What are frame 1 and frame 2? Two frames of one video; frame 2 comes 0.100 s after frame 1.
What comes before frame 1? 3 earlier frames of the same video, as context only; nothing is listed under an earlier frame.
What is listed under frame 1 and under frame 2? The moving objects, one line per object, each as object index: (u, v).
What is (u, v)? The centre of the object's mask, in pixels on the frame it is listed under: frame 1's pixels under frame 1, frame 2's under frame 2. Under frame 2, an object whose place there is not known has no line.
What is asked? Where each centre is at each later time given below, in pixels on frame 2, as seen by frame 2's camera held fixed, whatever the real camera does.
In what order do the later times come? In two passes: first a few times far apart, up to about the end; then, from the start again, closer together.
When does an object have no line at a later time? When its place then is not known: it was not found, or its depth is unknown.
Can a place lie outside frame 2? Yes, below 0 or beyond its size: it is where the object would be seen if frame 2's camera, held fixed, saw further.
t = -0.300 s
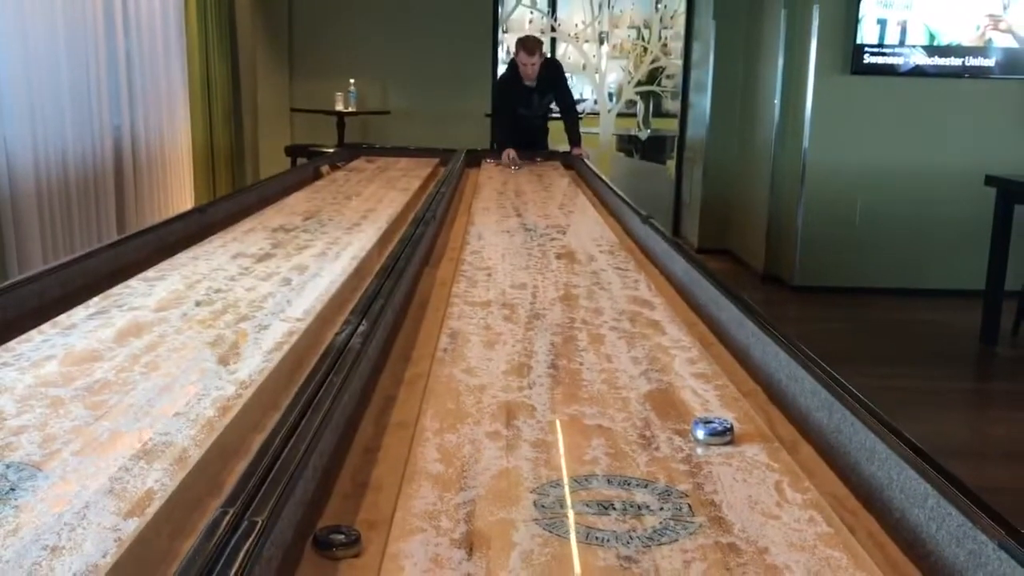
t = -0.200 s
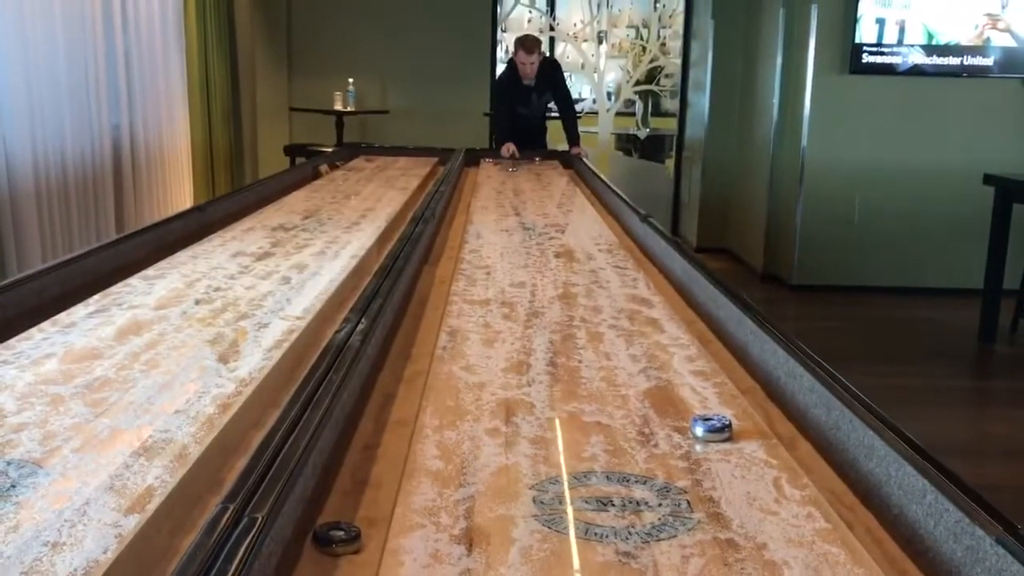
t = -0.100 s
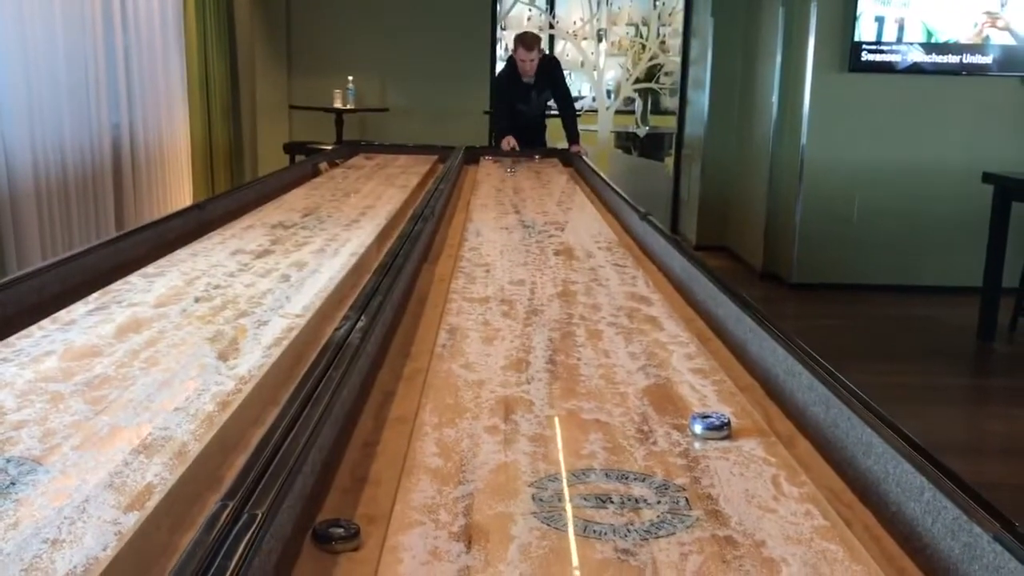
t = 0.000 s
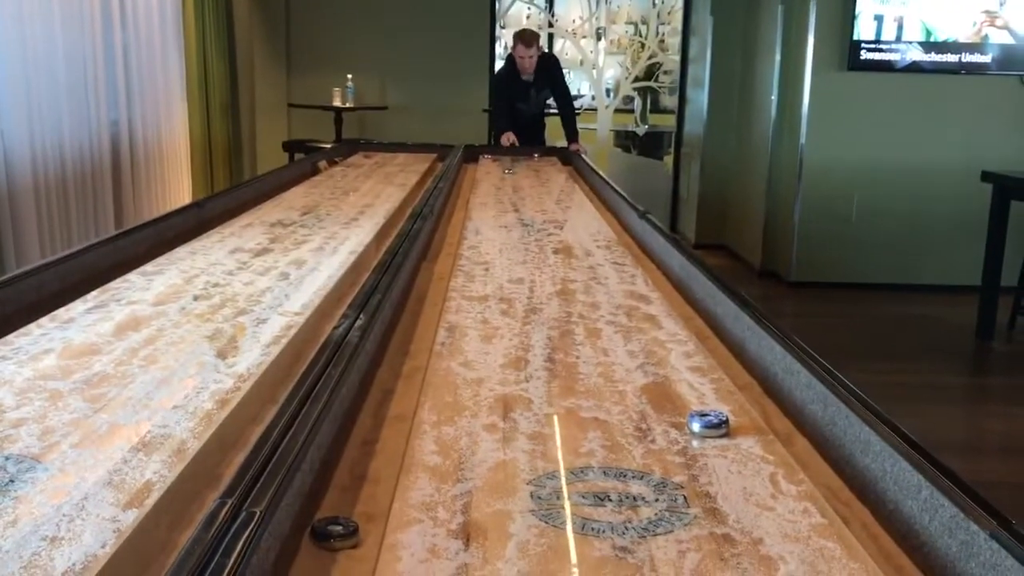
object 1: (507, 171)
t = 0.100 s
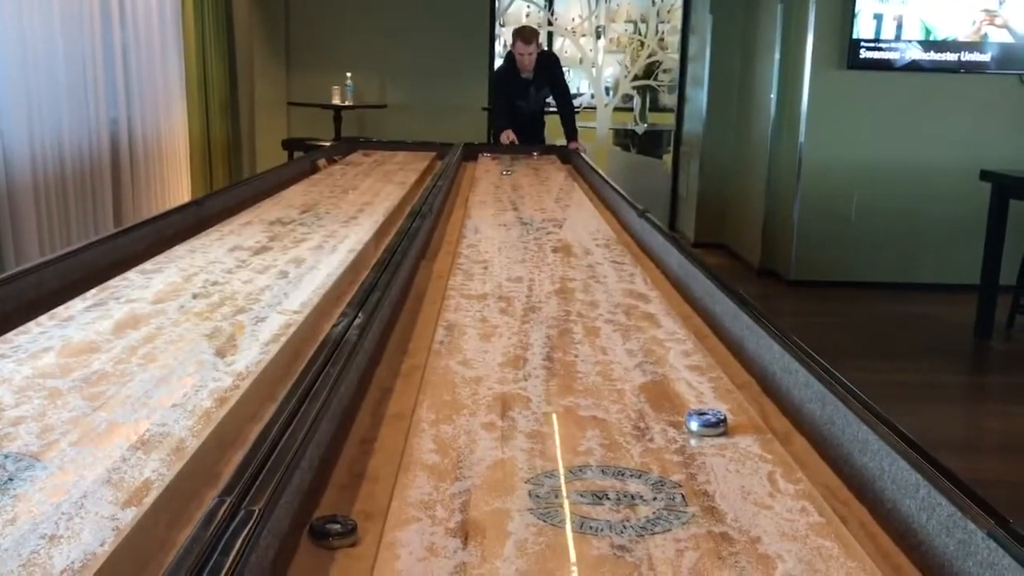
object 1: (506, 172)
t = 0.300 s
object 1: (503, 179)
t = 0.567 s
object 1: (501, 188)
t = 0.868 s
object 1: (499, 200)
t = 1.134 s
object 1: (499, 212)
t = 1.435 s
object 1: (501, 227)
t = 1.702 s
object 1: (506, 244)
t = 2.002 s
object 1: (514, 266)
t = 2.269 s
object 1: (523, 290)
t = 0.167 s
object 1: (505, 175)
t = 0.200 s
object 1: (505, 176)
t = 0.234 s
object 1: (505, 177)
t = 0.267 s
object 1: (504, 178)
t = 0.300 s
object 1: (503, 179)
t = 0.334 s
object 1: (503, 180)
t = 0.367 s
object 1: (502, 181)
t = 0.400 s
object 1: (502, 182)
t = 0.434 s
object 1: (501, 183)
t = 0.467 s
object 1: (501, 184)
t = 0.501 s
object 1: (501, 186)
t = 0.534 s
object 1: (501, 187)
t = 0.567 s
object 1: (501, 188)
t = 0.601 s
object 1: (501, 190)
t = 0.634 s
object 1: (501, 190)
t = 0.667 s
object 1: (501, 191)
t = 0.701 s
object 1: (500, 192)
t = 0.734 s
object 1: (500, 194)
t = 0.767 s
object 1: (500, 195)
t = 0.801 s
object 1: (500, 197)
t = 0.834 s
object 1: (499, 198)
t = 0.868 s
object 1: (499, 200)
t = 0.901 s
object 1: (499, 201)
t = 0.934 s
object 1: (499, 202)
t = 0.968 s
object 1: (499, 204)
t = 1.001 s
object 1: (499, 205)
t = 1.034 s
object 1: (499, 207)
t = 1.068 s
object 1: (499, 208)
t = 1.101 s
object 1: (499, 210)
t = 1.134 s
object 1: (499, 212)
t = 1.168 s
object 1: (499, 213)
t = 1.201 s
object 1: (500, 215)
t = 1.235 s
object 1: (500, 216)
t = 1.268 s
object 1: (500, 218)
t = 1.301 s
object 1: (500, 220)
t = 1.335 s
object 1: (501, 222)
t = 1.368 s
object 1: (501, 223)
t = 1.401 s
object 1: (501, 225)
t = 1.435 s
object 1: (501, 227)
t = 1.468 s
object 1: (502, 229)
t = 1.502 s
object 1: (502, 231)
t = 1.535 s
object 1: (503, 233)
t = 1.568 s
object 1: (503, 235)
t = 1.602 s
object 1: (504, 237)
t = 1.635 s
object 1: (504, 240)
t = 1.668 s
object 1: (505, 242)
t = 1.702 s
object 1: (506, 244)
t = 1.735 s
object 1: (506, 246)
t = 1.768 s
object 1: (507, 248)
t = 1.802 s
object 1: (508, 250)
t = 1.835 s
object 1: (508, 253)
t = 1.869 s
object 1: (510, 255)
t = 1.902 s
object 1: (511, 258)
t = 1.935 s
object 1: (512, 261)
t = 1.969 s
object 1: (513, 263)
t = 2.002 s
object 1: (514, 266)
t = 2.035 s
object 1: (515, 269)
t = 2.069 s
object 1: (516, 271)
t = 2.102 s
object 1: (517, 275)
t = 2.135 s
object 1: (518, 277)
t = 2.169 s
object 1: (519, 280)
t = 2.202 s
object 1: (520, 283)
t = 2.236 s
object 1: (522, 287)
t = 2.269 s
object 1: (523, 290)
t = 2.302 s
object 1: (525, 293)
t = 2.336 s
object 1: (526, 296)
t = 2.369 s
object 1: (528, 300)
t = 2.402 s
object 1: (530, 304)
